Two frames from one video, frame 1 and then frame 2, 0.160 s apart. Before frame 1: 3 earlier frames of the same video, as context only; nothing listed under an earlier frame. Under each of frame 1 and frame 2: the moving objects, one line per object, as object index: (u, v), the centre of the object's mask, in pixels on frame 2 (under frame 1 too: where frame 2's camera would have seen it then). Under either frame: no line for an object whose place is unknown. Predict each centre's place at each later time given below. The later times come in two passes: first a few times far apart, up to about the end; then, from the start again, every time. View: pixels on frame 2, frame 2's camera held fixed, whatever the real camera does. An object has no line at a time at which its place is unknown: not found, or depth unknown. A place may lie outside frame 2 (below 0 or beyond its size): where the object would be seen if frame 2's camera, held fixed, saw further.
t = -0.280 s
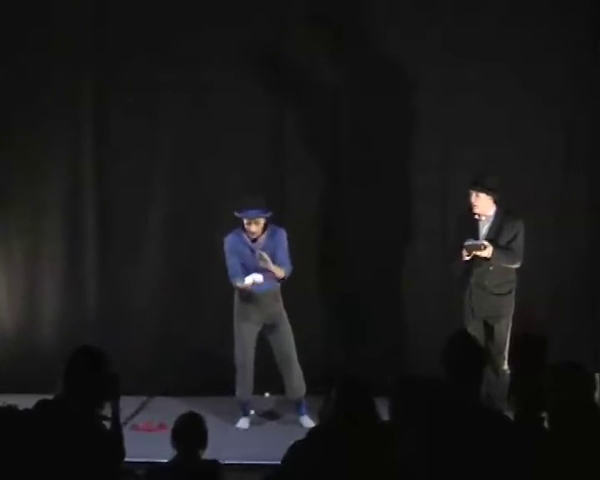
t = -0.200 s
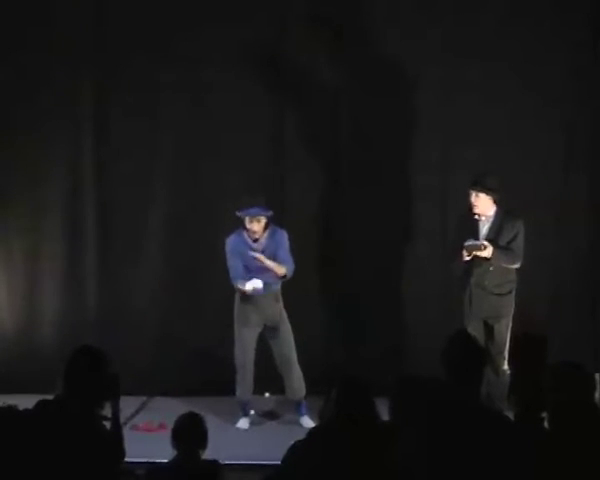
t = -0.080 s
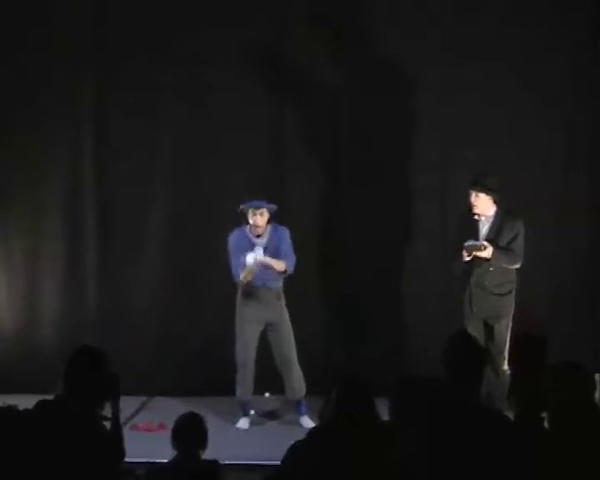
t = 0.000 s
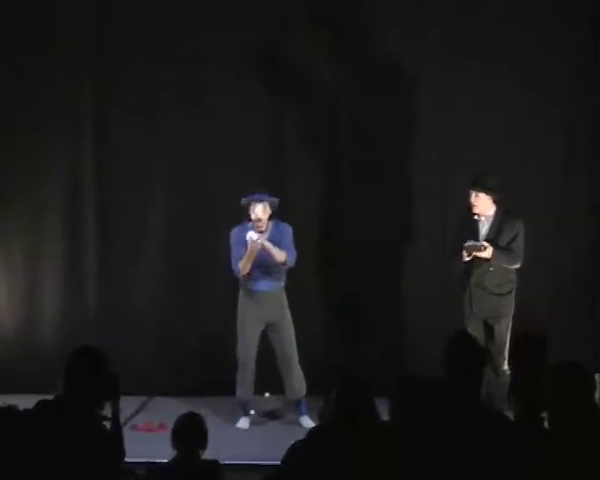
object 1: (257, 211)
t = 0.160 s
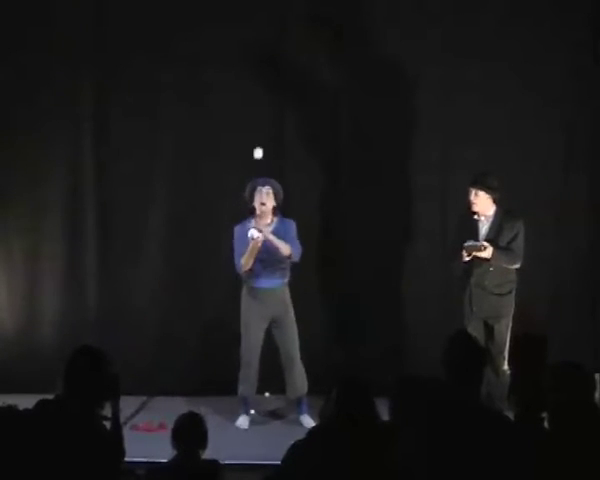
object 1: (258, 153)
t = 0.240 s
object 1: (257, 138)
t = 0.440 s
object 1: (255, 141)
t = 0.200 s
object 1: (258, 144)
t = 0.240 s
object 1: (257, 138)
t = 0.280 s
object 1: (257, 134)
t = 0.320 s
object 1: (257, 132)
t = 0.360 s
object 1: (257, 133)
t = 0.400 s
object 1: (256, 136)
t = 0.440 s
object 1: (255, 141)
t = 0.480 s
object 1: (255, 148)
